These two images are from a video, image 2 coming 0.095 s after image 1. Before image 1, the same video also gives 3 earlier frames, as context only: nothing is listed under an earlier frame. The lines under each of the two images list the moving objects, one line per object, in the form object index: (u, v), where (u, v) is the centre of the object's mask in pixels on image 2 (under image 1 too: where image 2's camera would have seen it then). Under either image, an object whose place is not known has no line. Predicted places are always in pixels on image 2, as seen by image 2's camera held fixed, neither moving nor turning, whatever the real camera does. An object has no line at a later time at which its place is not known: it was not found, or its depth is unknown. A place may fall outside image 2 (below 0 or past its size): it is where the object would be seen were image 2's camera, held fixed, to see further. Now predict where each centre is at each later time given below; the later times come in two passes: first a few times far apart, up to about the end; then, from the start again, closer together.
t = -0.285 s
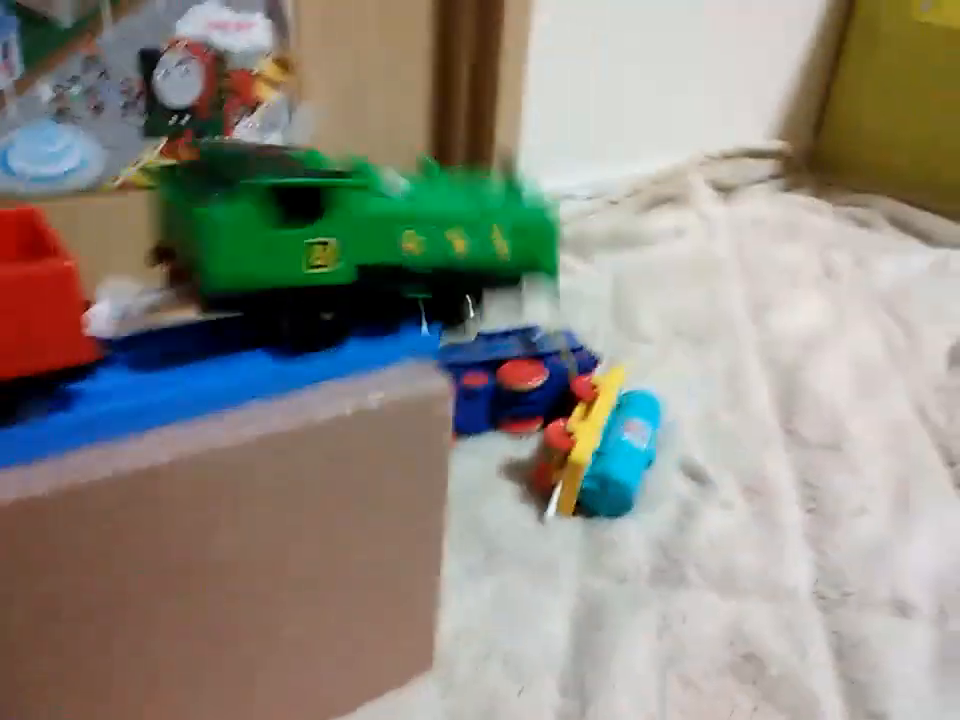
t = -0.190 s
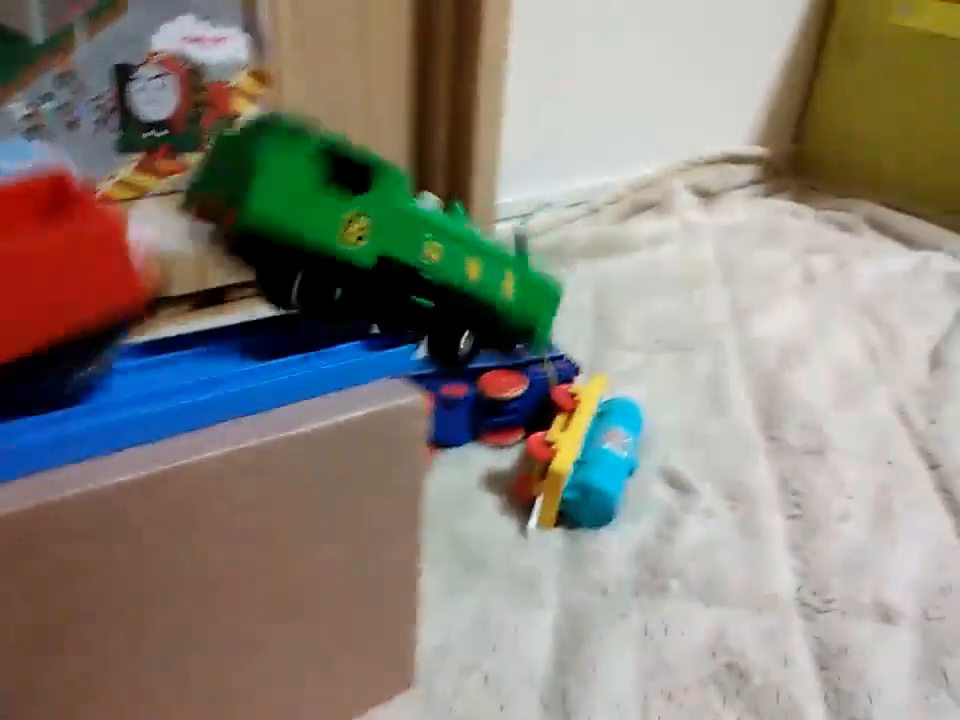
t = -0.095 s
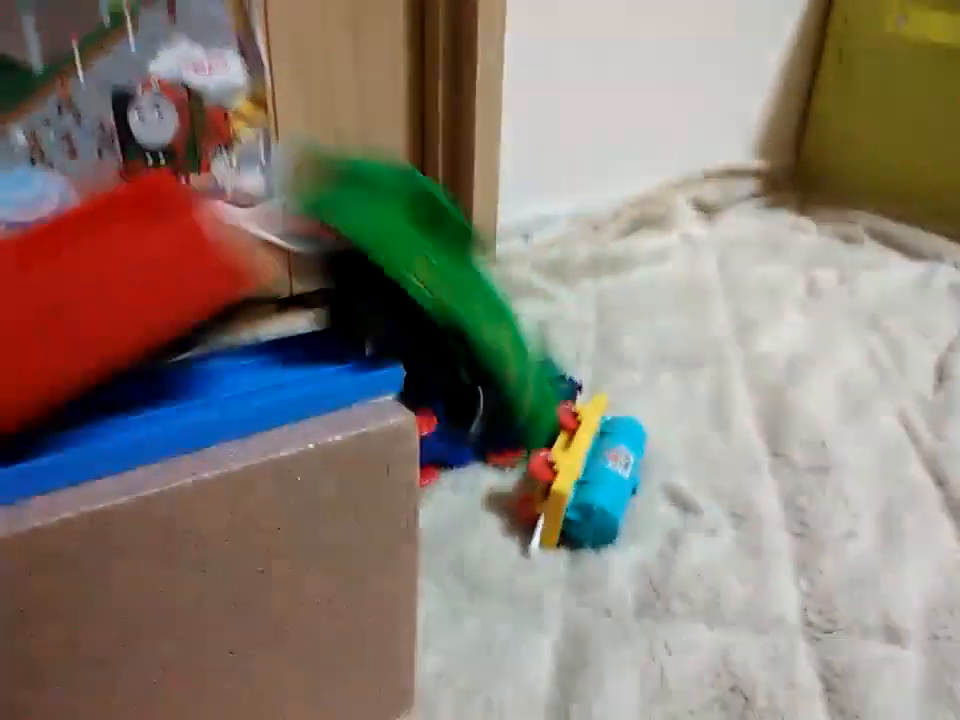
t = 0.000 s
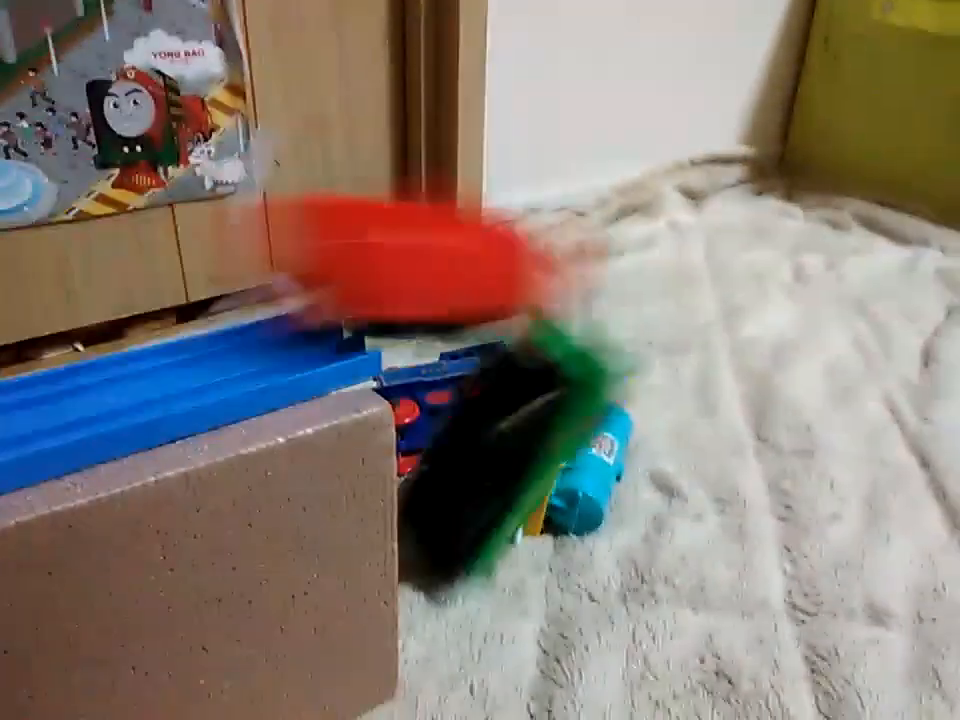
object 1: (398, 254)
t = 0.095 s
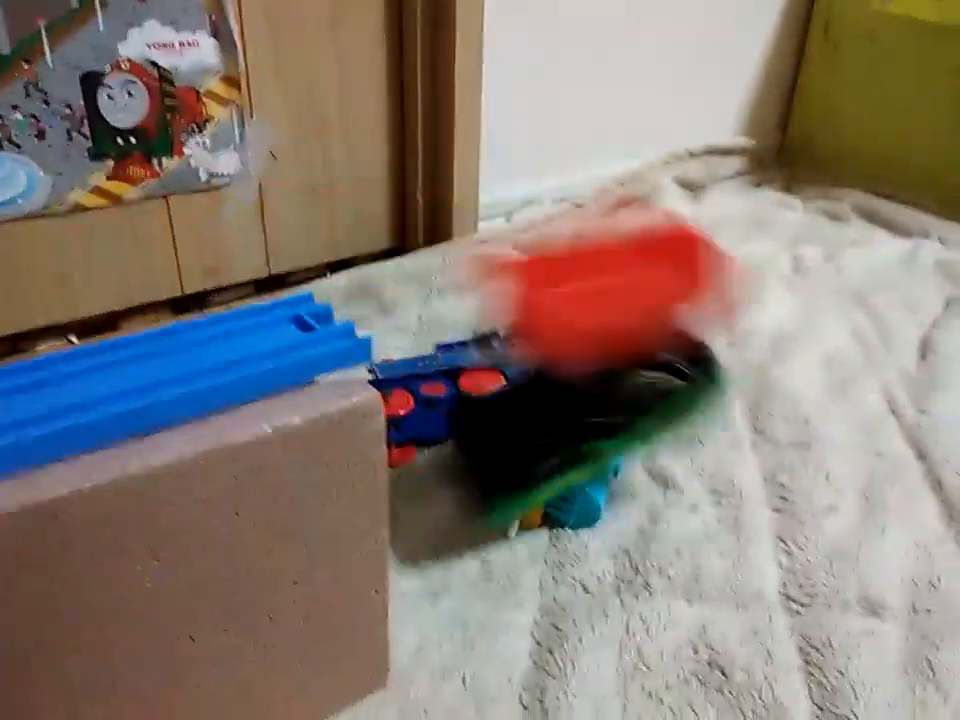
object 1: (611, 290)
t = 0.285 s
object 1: (875, 431)
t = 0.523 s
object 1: (887, 437)
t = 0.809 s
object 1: (919, 462)
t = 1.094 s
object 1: (925, 460)
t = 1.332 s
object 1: (927, 461)
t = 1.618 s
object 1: (927, 460)
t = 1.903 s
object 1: (928, 461)
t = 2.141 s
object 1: (927, 460)
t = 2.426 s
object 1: (927, 460)
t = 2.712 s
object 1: (928, 460)
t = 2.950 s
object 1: (928, 461)
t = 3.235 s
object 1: (927, 460)
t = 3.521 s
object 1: (927, 460)
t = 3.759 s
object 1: (928, 460)
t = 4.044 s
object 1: (927, 460)
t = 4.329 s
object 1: (927, 460)
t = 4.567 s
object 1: (928, 460)
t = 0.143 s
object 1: (688, 318)
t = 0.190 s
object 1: (801, 357)
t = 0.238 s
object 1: (856, 363)
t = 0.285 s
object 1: (875, 431)
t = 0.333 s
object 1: (868, 422)
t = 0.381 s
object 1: (863, 435)
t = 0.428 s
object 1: (867, 436)
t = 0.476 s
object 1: (875, 434)
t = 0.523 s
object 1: (887, 437)
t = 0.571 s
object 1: (901, 442)
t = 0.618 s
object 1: (920, 472)
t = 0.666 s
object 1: (920, 471)
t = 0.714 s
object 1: (917, 466)
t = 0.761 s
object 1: (917, 462)
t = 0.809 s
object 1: (919, 462)
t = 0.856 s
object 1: (922, 462)
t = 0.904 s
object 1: (923, 462)
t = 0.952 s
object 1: (925, 461)
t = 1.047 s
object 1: (926, 460)
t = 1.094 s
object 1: (925, 460)
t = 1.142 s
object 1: (925, 461)
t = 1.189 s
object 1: (925, 461)
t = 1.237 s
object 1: (925, 461)
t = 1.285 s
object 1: (926, 461)
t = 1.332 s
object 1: (927, 461)
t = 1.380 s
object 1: (928, 460)
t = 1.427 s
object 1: (927, 460)
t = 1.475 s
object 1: (927, 460)
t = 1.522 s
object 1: (927, 460)
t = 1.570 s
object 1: (927, 460)
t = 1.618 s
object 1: (927, 460)
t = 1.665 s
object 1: (927, 461)
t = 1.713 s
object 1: (926, 461)
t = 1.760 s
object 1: (927, 461)
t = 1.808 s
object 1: (927, 460)
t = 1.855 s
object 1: (928, 460)
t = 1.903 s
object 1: (928, 461)
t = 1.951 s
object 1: (928, 460)
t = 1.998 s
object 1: (928, 460)
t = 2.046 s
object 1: (928, 460)
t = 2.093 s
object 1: (928, 460)
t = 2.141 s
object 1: (927, 460)
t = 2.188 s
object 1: (927, 460)
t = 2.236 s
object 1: (927, 461)
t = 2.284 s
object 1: (927, 461)
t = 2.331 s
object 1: (928, 460)
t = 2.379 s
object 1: (928, 460)
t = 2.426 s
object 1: (927, 460)
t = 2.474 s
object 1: (927, 460)
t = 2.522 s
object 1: (927, 460)
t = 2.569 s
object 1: (928, 460)
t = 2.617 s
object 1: (928, 460)
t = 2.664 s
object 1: (927, 460)
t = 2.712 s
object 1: (928, 460)
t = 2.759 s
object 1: (927, 460)
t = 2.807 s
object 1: (928, 460)
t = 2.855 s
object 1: (927, 460)
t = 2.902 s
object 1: (928, 460)
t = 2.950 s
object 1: (928, 461)
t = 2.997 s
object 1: (927, 460)
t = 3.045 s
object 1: (927, 460)
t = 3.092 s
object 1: (928, 460)
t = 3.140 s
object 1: (927, 460)
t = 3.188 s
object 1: (927, 461)
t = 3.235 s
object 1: (927, 460)
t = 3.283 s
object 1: (928, 460)
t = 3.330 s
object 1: (927, 460)
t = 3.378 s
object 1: (927, 460)
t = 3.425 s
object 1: (927, 460)
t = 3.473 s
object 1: (927, 460)
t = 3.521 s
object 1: (927, 460)
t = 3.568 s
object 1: (928, 460)
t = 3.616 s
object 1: (928, 460)
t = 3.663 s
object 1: (928, 460)
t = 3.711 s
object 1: (928, 460)
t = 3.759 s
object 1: (928, 460)
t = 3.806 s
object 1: (927, 461)
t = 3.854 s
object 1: (928, 461)
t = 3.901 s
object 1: (928, 460)
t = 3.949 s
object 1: (928, 461)
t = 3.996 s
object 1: (927, 460)
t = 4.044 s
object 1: (927, 460)
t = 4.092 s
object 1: (927, 460)
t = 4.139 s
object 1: (927, 460)
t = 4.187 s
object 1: (927, 460)
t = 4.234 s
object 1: (927, 460)
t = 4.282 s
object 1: (927, 460)
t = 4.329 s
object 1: (927, 460)
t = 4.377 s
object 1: (927, 461)
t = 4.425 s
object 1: (927, 461)
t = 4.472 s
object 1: (928, 460)
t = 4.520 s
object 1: (928, 460)
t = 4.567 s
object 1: (928, 460)
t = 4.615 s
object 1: (928, 460)
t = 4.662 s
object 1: (928, 460)
